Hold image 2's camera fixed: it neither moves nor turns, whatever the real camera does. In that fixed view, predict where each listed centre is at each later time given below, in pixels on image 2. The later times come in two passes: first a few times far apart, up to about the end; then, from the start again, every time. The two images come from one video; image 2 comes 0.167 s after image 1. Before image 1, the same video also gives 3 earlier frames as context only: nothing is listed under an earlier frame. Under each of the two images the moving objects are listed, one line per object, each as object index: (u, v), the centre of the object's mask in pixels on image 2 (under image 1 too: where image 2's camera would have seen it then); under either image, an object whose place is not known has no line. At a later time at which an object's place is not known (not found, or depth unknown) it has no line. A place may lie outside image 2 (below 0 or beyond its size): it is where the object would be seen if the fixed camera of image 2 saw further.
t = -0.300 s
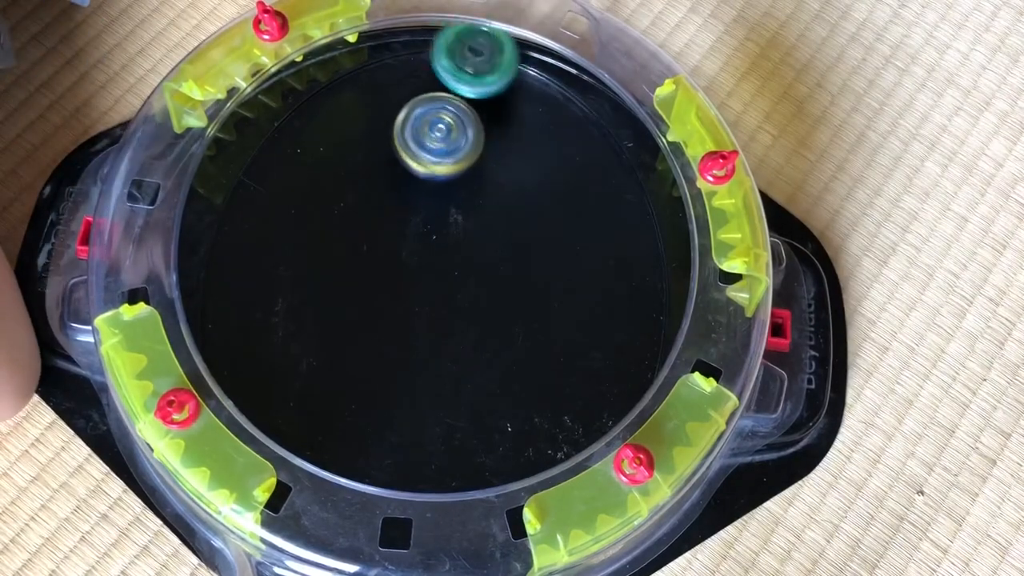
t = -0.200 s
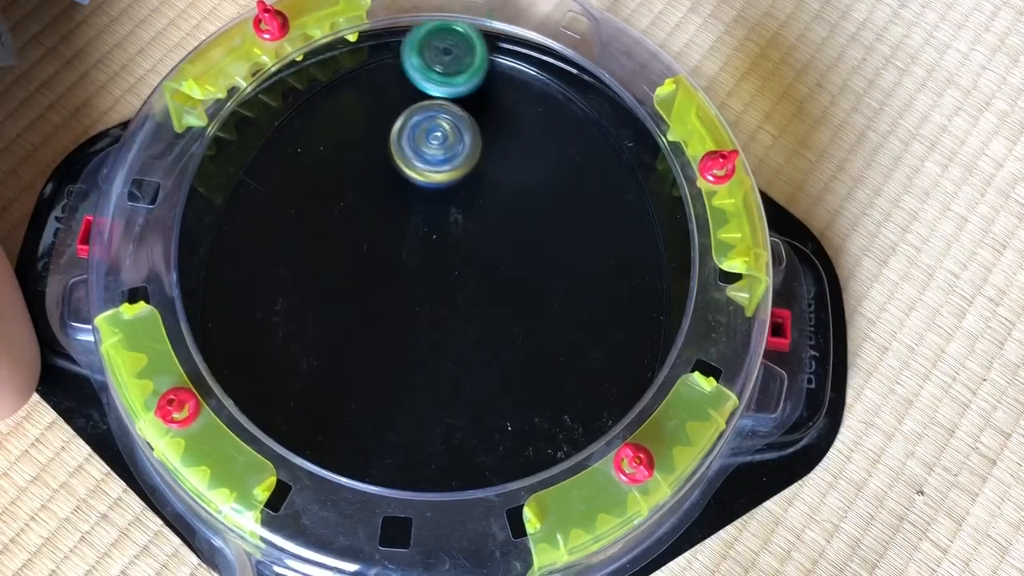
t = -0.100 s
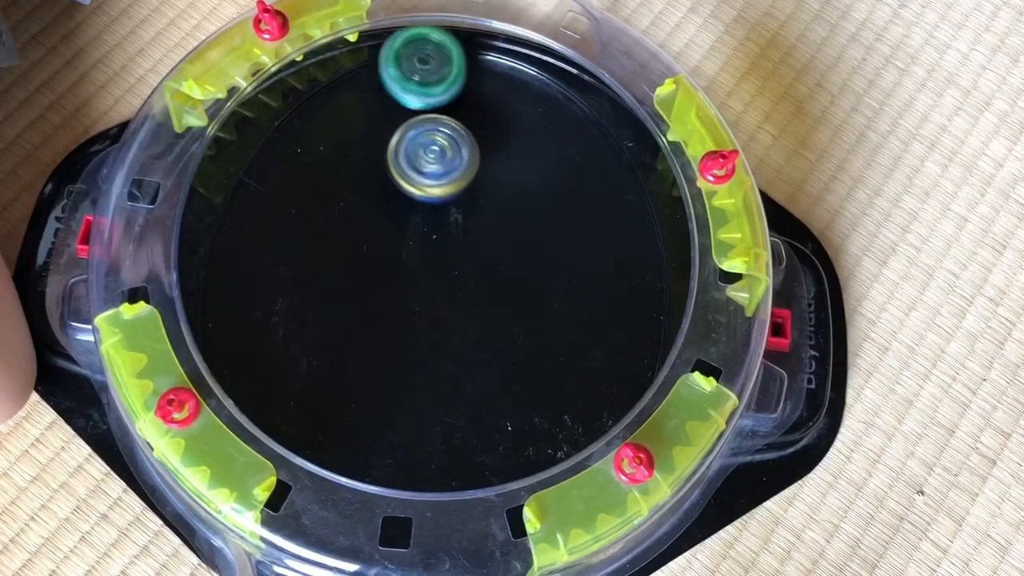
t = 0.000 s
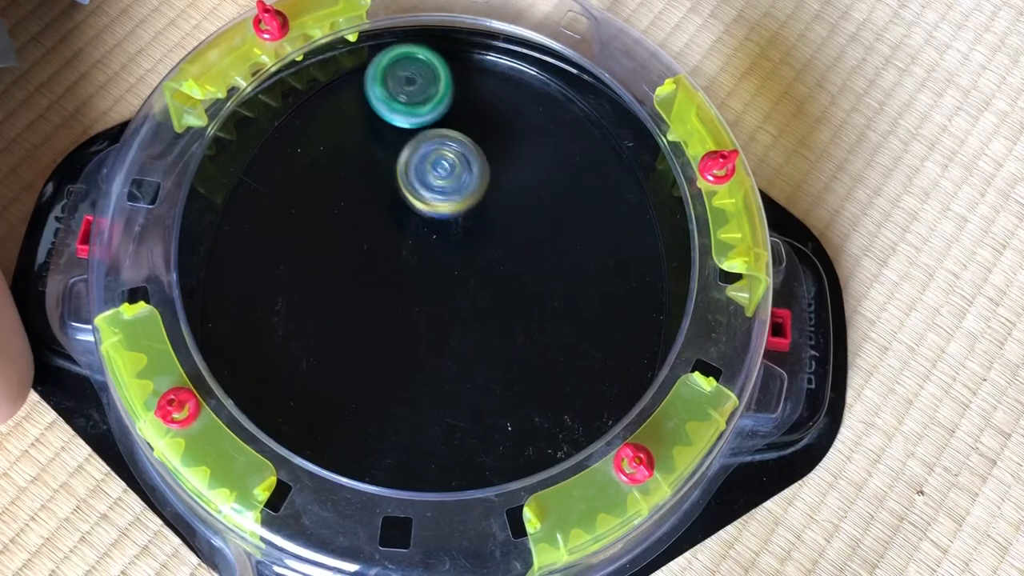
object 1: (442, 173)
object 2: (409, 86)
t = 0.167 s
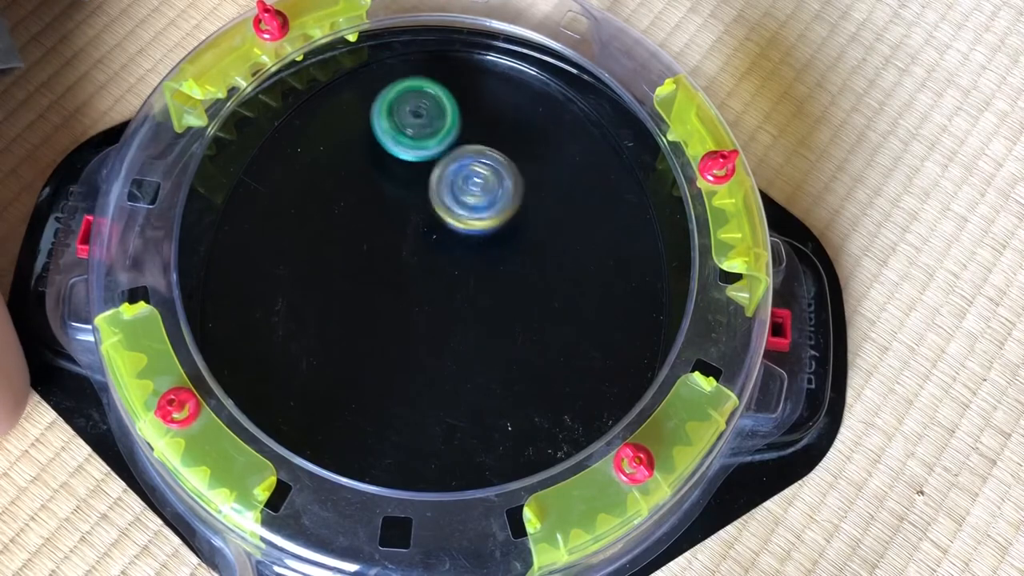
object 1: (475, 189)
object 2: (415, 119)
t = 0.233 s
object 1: (499, 199)
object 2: (418, 117)
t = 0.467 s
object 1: (557, 168)
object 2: (440, 115)
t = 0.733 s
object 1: (632, 219)
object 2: (428, 127)
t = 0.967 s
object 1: (587, 248)
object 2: (505, 160)
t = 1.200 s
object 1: (525, 315)
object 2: (536, 182)
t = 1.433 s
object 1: (442, 367)
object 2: (522, 197)
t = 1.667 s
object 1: (351, 391)
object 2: (478, 199)
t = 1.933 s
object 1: (266, 385)
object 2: (425, 176)
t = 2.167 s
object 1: (243, 358)
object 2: (399, 141)
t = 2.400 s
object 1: (273, 308)
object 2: (405, 113)
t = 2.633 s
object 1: (336, 213)
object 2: (443, 104)
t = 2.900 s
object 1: (416, 131)
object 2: (520, 89)
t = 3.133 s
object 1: (422, 97)
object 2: (524, 103)
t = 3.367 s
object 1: (385, 126)
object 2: (506, 148)
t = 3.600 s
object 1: (370, 125)
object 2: (591, 265)
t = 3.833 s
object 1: (401, 138)
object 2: (614, 350)
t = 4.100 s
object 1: (492, 108)
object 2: (528, 393)
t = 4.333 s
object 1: (483, 84)
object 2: (437, 362)
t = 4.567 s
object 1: (464, 128)
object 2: (389, 275)
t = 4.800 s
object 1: (508, 179)
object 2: (394, 174)
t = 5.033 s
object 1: (579, 190)
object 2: (457, 104)
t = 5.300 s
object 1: (570, 190)
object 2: (525, 88)
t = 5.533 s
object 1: (485, 245)
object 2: (563, 110)
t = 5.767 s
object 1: (403, 292)
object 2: (531, 177)
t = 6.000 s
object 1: (318, 276)
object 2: (450, 201)
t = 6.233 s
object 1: (266, 214)
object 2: (370, 172)
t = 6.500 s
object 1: (266, 141)
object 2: (375, 98)
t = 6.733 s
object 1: (340, 124)
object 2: (442, 73)
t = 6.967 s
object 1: (409, 146)
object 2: (532, 151)
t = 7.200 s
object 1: (455, 187)
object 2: (643, 258)
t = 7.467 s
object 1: (482, 250)
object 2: (590, 357)
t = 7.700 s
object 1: (470, 284)
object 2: (458, 412)
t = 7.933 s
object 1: (455, 239)
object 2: (315, 448)
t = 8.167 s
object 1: (449, 178)
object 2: (279, 361)
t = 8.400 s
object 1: (467, 125)
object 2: (343, 275)
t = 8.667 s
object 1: (493, 79)
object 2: (459, 255)
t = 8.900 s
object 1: (466, 111)
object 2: (499, 281)
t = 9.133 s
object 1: (459, 162)
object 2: (479, 271)
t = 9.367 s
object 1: (419, 178)
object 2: (459, 259)
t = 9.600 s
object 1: (392, 161)
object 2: (452, 249)
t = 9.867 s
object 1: (417, 126)
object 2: (465, 196)
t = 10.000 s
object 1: (435, 94)
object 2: (484, 177)
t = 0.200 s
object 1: (488, 196)
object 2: (416, 117)
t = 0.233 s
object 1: (499, 199)
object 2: (418, 117)
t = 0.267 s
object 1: (510, 199)
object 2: (422, 118)
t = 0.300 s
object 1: (520, 197)
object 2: (426, 120)
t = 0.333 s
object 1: (527, 192)
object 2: (432, 123)
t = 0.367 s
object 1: (533, 185)
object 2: (438, 126)
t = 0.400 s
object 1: (537, 176)
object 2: (445, 128)
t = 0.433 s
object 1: (538, 165)
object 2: (454, 131)
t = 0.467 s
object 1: (557, 168)
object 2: (440, 115)
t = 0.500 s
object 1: (585, 179)
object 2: (412, 85)
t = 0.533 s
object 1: (608, 190)
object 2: (392, 63)
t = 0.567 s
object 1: (628, 200)
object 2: (388, 62)
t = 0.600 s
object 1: (640, 207)
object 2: (392, 72)
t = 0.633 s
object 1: (646, 210)
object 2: (398, 85)
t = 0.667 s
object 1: (644, 215)
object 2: (406, 101)
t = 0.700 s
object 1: (638, 217)
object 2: (417, 116)
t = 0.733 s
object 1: (632, 219)
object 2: (428, 127)
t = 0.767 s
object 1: (623, 222)
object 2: (441, 134)
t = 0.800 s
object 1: (616, 223)
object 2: (453, 140)
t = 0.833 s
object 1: (610, 226)
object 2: (465, 145)
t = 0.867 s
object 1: (604, 229)
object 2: (477, 150)
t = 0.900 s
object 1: (598, 233)
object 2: (488, 153)
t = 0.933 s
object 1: (594, 240)
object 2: (497, 157)
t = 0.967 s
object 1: (587, 248)
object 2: (505, 160)
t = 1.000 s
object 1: (580, 257)
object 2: (511, 163)
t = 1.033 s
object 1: (573, 267)
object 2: (517, 167)
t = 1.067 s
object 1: (564, 277)
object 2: (523, 171)
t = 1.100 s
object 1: (555, 287)
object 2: (528, 174)
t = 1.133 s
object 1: (545, 296)
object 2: (532, 177)
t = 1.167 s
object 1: (535, 307)
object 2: (534, 179)
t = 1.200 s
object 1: (525, 315)
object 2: (536, 182)
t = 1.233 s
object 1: (514, 324)
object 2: (536, 184)
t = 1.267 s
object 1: (503, 333)
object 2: (536, 187)
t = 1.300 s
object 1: (491, 341)
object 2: (535, 189)
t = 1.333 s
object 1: (479, 348)
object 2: (533, 192)
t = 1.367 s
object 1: (468, 354)
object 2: (530, 193)
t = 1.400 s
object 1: (455, 362)
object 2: (526, 195)
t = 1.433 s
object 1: (442, 367)
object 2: (522, 197)
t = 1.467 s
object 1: (430, 372)
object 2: (517, 198)
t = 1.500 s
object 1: (417, 377)
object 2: (510, 199)
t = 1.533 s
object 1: (404, 381)
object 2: (504, 200)
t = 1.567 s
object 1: (390, 384)
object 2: (498, 200)
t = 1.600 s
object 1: (377, 386)
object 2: (491, 200)
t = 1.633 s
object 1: (364, 389)
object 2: (485, 200)
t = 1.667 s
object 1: (351, 391)
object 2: (478, 199)
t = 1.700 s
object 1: (338, 392)
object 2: (472, 198)
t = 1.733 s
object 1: (327, 392)
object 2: (465, 196)
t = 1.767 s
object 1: (315, 393)
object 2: (458, 194)
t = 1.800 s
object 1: (304, 393)
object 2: (451, 191)
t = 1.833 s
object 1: (293, 391)
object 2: (444, 188)
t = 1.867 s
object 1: (284, 388)
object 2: (438, 184)
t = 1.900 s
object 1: (277, 386)
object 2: (431, 181)
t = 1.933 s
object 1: (266, 385)
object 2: (425, 176)
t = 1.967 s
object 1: (259, 382)
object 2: (420, 172)
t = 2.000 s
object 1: (254, 378)
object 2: (415, 167)
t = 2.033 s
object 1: (251, 375)
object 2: (411, 162)
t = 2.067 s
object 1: (247, 373)
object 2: (407, 157)
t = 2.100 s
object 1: (245, 369)
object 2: (404, 152)
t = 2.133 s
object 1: (243, 363)
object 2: (401, 146)
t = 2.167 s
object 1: (243, 358)
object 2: (399, 141)
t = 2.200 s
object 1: (244, 354)
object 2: (398, 136)
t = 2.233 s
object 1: (245, 349)
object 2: (397, 131)
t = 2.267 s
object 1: (249, 342)
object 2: (397, 127)
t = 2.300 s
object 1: (252, 336)
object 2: (398, 123)
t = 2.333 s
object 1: (259, 328)
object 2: (399, 119)
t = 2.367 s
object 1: (266, 319)
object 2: (402, 116)
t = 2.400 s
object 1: (273, 308)
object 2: (405, 113)
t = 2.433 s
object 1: (281, 296)
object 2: (408, 110)
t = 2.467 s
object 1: (289, 283)
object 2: (413, 108)
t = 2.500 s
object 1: (299, 269)
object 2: (417, 106)
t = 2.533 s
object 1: (307, 256)
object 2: (423, 105)
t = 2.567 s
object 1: (316, 242)
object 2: (429, 104)
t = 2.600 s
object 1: (326, 228)
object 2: (436, 104)
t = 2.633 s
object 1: (336, 213)
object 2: (443, 104)
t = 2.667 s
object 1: (349, 199)
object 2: (451, 104)
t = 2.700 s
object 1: (361, 186)
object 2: (459, 104)
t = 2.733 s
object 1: (373, 172)
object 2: (467, 104)
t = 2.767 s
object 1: (387, 161)
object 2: (475, 104)
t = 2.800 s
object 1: (401, 151)
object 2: (482, 103)
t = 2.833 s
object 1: (413, 142)
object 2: (492, 100)
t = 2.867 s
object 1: (414, 138)
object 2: (509, 94)
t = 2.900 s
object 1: (416, 131)
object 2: (520, 89)
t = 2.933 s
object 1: (417, 125)
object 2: (524, 86)
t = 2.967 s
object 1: (419, 119)
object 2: (526, 84)
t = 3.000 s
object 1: (420, 114)
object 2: (526, 85)
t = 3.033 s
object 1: (422, 109)
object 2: (525, 88)
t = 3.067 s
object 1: (423, 105)
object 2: (523, 93)
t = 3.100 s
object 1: (426, 101)
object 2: (520, 98)
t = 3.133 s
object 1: (422, 97)
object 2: (524, 103)
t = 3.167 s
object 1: (415, 95)
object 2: (527, 109)
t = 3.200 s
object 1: (408, 95)
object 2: (527, 115)
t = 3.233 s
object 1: (401, 98)
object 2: (525, 120)
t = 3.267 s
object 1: (393, 102)
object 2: (521, 126)
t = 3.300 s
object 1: (388, 108)
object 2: (516, 133)
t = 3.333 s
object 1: (385, 117)
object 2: (512, 140)
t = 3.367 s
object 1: (385, 126)
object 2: (506, 148)
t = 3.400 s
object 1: (390, 134)
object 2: (501, 155)
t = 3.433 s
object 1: (397, 141)
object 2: (496, 162)
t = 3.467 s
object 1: (397, 140)
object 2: (504, 176)
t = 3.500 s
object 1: (387, 132)
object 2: (531, 200)
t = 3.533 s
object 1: (379, 128)
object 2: (555, 224)
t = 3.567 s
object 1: (374, 125)
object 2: (576, 245)
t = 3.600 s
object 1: (370, 125)
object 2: (591, 265)
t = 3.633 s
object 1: (368, 126)
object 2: (607, 284)
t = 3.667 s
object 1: (368, 127)
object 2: (616, 301)
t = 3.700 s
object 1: (370, 129)
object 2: (624, 314)
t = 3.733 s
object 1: (375, 132)
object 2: (626, 323)
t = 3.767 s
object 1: (382, 135)
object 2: (625, 332)
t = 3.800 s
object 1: (391, 137)
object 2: (620, 340)
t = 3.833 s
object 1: (401, 138)
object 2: (614, 350)
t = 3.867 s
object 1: (413, 138)
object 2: (607, 359)
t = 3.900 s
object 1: (425, 136)
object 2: (600, 367)
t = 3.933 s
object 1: (438, 133)
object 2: (591, 374)
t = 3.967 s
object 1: (450, 130)
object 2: (580, 380)
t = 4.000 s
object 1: (462, 125)
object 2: (568, 385)
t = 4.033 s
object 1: (474, 120)
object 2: (555, 389)
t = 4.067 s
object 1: (484, 114)
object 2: (543, 392)
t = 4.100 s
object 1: (492, 108)
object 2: (528, 393)
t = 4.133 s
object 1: (498, 101)
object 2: (515, 393)
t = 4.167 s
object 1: (501, 96)
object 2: (500, 391)
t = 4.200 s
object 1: (501, 92)
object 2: (487, 388)
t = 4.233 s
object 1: (498, 89)
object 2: (474, 383)
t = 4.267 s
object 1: (494, 87)
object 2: (461, 378)
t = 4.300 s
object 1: (489, 85)
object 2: (448, 370)
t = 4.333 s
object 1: (483, 84)
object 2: (437, 362)
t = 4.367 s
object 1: (477, 84)
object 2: (426, 352)
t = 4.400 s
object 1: (469, 87)
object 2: (417, 342)
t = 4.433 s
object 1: (464, 94)
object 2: (408, 329)
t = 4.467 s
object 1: (461, 102)
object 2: (401, 318)
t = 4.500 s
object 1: (460, 111)
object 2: (395, 304)
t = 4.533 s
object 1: (462, 119)
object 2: (392, 290)
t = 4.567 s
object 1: (464, 128)
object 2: (389, 275)
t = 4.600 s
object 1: (468, 136)
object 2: (388, 261)
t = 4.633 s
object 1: (472, 145)
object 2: (387, 246)
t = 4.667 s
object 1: (476, 153)
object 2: (389, 231)
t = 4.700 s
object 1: (481, 160)
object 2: (391, 215)
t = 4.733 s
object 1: (485, 166)
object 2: (395, 202)
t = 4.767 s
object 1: (496, 175)
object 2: (395, 189)
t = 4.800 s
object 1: (508, 179)
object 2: (394, 174)
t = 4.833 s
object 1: (520, 182)
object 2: (396, 160)
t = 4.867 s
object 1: (532, 183)
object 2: (403, 147)
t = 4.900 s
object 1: (544, 183)
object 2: (411, 137)
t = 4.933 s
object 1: (556, 184)
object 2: (420, 128)
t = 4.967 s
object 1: (565, 186)
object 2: (431, 121)
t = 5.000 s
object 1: (572, 188)
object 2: (443, 113)
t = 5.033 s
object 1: (579, 190)
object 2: (457, 104)
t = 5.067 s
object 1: (582, 191)
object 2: (469, 98)
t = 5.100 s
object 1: (584, 192)
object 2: (481, 91)
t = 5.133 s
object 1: (585, 192)
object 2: (492, 86)
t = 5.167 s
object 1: (584, 192)
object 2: (498, 82)
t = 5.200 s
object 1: (582, 192)
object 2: (505, 82)
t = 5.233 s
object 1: (580, 191)
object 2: (512, 82)
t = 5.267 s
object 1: (576, 191)
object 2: (518, 83)
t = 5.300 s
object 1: (570, 190)
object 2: (525, 88)
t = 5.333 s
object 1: (564, 190)
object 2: (533, 93)
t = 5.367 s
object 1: (558, 190)
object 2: (540, 99)
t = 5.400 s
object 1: (550, 189)
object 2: (547, 105)
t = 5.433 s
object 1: (538, 195)
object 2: (553, 107)
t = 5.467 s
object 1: (519, 213)
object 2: (566, 98)
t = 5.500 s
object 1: (501, 229)
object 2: (565, 100)
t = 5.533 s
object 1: (485, 245)
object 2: (563, 110)
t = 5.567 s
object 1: (471, 257)
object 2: (558, 122)
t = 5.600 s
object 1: (459, 267)
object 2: (554, 133)
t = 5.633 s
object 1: (448, 275)
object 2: (550, 143)
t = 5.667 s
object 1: (438, 280)
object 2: (546, 152)
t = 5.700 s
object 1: (427, 285)
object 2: (543, 161)
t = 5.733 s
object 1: (415, 289)
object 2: (538, 169)
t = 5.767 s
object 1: (403, 292)
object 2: (531, 177)
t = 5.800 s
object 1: (391, 294)
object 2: (522, 183)
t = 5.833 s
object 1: (378, 294)
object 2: (513, 189)
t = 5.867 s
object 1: (366, 293)
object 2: (502, 192)
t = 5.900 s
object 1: (354, 291)
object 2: (491, 195)
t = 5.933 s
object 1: (341, 287)
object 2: (478, 198)
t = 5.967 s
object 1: (330, 282)
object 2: (465, 200)
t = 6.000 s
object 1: (318, 276)
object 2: (450, 201)
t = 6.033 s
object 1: (308, 270)
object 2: (436, 200)
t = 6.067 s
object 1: (298, 262)
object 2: (423, 198)
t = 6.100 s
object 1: (290, 254)
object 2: (411, 195)
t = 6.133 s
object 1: (282, 244)
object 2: (400, 190)
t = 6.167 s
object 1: (276, 235)
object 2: (389, 185)
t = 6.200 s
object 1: (271, 224)
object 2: (379, 178)
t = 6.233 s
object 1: (266, 214)
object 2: (370, 172)
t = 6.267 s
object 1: (263, 204)
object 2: (363, 163)
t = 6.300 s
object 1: (261, 193)
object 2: (356, 155)
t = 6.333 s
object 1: (261, 183)
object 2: (351, 146)
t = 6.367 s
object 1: (262, 172)
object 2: (347, 136)
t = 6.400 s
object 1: (264, 162)
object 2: (347, 128)
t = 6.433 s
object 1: (263, 153)
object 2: (355, 118)
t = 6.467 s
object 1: (264, 146)
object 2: (364, 108)
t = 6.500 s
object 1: (266, 141)
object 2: (375, 98)
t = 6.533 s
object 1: (271, 138)
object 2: (385, 88)
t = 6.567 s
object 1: (280, 136)
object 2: (395, 81)
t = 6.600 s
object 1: (291, 133)
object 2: (405, 75)
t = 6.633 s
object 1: (305, 131)
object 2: (416, 71)
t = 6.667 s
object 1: (317, 128)
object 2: (425, 70)
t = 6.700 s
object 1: (329, 126)
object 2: (434, 70)
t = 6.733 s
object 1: (340, 124)
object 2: (442, 73)
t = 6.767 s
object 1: (353, 124)
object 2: (450, 79)
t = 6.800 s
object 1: (365, 126)
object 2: (458, 87)
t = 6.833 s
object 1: (379, 130)
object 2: (468, 97)
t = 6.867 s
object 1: (391, 135)
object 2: (477, 109)
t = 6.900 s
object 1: (403, 140)
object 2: (488, 122)
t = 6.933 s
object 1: (411, 145)
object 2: (505, 136)
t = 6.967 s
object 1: (409, 146)
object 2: (532, 151)
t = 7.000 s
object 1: (412, 148)
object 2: (556, 167)
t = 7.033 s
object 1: (420, 152)
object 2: (577, 181)
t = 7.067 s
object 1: (427, 158)
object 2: (596, 197)
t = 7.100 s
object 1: (435, 166)
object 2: (612, 213)
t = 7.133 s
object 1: (442, 173)
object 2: (626, 228)
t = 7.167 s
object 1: (449, 180)
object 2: (636, 245)
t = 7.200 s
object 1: (455, 187)
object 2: (643, 258)
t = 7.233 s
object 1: (460, 196)
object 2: (645, 272)
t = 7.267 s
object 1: (465, 203)
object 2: (644, 285)
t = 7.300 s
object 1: (470, 211)
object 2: (640, 297)
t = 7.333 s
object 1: (474, 218)
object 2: (634, 311)
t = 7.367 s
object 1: (478, 226)
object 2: (628, 323)
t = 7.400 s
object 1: (482, 233)
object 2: (617, 336)
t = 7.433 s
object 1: (483, 241)
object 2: (604, 346)
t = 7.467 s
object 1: (482, 250)
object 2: (590, 357)
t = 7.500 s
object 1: (481, 259)
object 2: (575, 368)
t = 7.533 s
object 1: (480, 268)
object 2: (561, 373)
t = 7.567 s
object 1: (478, 276)
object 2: (543, 378)
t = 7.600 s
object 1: (474, 285)
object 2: (524, 381)
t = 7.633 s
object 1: (471, 292)
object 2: (508, 381)
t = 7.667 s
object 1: (469, 293)
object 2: (485, 392)
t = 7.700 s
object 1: (470, 284)
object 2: (458, 412)
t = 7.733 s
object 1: (468, 278)
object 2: (435, 431)
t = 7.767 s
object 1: (467, 275)
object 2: (408, 444)
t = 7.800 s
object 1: (465, 268)
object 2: (388, 451)
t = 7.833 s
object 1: (463, 261)
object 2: (367, 451)
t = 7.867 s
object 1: (461, 254)
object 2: (346, 458)
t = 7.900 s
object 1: (457, 245)
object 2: (328, 453)
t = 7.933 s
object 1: (455, 239)
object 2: (315, 448)
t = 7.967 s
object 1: (452, 230)
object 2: (302, 438)
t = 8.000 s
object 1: (451, 221)
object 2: (293, 426)
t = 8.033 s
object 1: (451, 212)
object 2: (286, 416)
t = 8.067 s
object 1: (450, 203)
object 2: (283, 404)
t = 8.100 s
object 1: (449, 195)
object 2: (279, 390)
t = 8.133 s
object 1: (449, 186)
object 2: (278, 376)
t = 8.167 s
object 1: (449, 178)
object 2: (279, 361)
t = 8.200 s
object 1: (450, 169)
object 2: (283, 346)
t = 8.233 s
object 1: (451, 161)
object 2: (289, 332)
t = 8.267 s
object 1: (453, 153)
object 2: (297, 317)
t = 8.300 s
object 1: (455, 146)
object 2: (307, 306)
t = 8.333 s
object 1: (459, 138)
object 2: (319, 293)
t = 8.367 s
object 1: (462, 132)
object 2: (331, 285)
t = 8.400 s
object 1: (467, 125)
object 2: (343, 275)
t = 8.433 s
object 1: (470, 119)
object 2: (358, 269)
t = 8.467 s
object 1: (476, 113)
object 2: (373, 263)
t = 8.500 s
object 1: (481, 107)
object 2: (389, 260)
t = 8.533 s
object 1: (485, 101)
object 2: (402, 255)
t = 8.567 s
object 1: (489, 96)
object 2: (417, 253)
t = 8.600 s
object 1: (491, 89)
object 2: (432, 253)
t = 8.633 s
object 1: (492, 84)
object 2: (446, 253)
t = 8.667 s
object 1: (493, 79)
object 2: (459, 255)
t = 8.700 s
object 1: (489, 76)
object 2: (471, 258)
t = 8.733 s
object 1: (483, 75)
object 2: (480, 263)
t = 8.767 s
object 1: (477, 79)
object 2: (486, 266)
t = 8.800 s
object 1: (471, 86)
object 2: (494, 270)
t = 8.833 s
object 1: (468, 96)
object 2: (498, 274)
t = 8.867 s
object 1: (467, 103)
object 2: (500, 277)
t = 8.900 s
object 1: (466, 111)
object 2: (499, 281)
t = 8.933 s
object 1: (468, 117)
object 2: (495, 281)
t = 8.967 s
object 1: (468, 125)
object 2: (491, 280)
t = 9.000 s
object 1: (467, 134)
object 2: (489, 278)
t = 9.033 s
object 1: (466, 140)
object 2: (487, 278)
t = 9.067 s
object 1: (464, 148)
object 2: (482, 278)
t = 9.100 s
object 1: (462, 156)
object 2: (480, 275)
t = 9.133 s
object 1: (459, 162)
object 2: (479, 271)
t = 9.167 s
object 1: (455, 170)
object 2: (476, 264)
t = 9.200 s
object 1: (451, 174)
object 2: (474, 261)
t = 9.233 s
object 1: (448, 174)
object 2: (470, 261)
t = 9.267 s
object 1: (441, 175)
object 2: (469, 263)
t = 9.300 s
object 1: (434, 176)
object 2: (466, 263)
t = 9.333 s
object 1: (426, 177)
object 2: (463, 261)
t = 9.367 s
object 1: (419, 178)
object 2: (459, 259)
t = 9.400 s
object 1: (413, 179)
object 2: (457, 252)
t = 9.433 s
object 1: (408, 179)
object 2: (462, 251)
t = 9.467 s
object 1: (403, 176)
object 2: (464, 254)
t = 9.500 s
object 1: (398, 172)
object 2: (463, 255)
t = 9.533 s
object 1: (394, 168)
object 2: (461, 256)
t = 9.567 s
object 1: (394, 165)
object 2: (456, 255)
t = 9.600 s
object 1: (392, 161)
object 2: (452, 249)
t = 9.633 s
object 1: (393, 158)
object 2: (449, 240)
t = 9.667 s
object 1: (394, 154)
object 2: (448, 233)
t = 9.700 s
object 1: (395, 151)
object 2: (451, 229)
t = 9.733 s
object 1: (399, 146)
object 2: (456, 222)
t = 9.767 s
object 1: (402, 142)
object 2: (459, 217)
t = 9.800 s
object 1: (407, 138)
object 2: (459, 210)
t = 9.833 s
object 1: (411, 132)
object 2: (461, 202)
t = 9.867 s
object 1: (417, 126)
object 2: (465, 196)
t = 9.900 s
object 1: (423, 118)
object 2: (471, 191)
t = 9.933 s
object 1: (428, 112)
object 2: (475, 184)
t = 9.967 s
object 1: (431, 106)
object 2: (478, 175)
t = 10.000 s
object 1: (435, 94)
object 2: (484, 177)
